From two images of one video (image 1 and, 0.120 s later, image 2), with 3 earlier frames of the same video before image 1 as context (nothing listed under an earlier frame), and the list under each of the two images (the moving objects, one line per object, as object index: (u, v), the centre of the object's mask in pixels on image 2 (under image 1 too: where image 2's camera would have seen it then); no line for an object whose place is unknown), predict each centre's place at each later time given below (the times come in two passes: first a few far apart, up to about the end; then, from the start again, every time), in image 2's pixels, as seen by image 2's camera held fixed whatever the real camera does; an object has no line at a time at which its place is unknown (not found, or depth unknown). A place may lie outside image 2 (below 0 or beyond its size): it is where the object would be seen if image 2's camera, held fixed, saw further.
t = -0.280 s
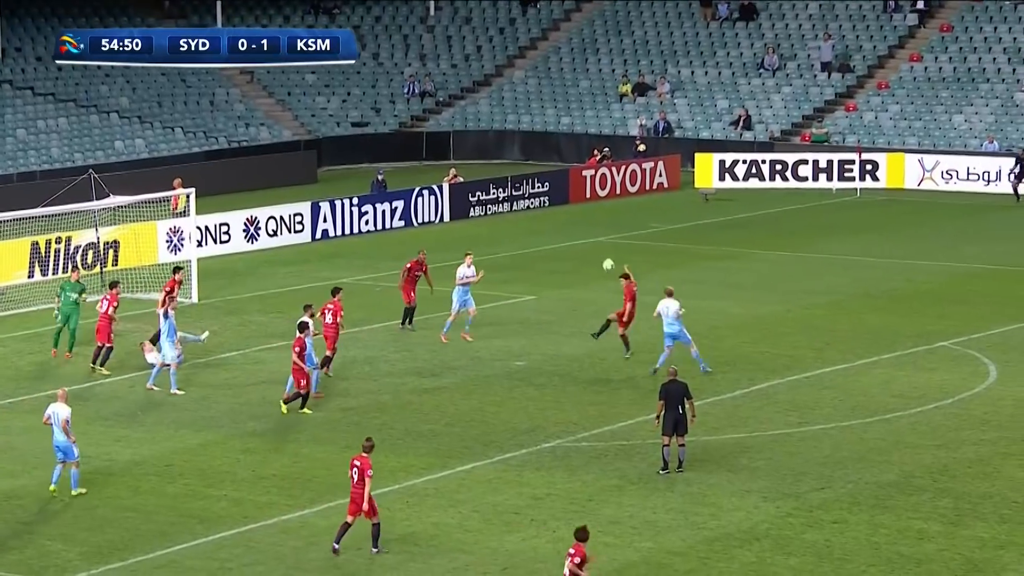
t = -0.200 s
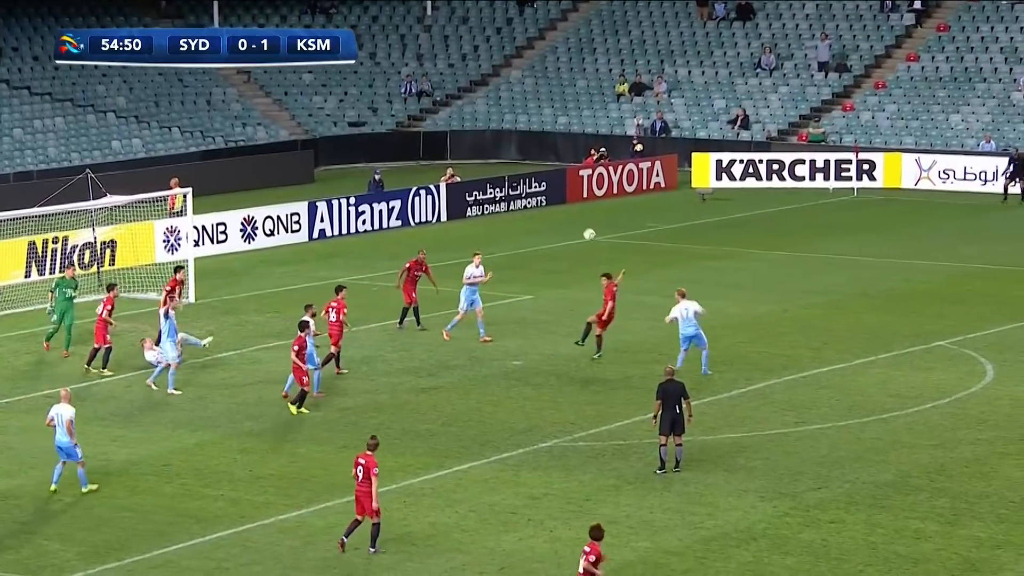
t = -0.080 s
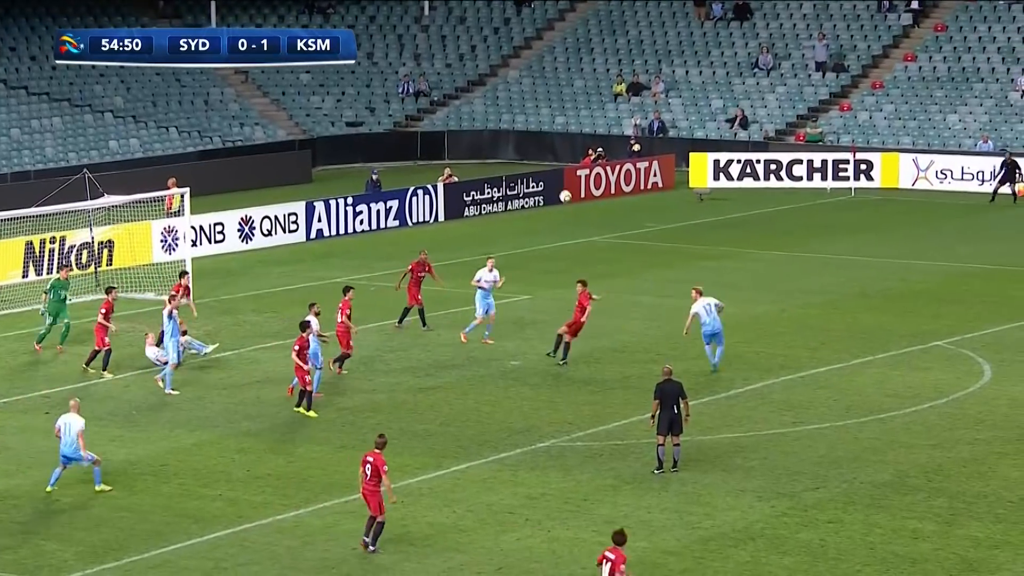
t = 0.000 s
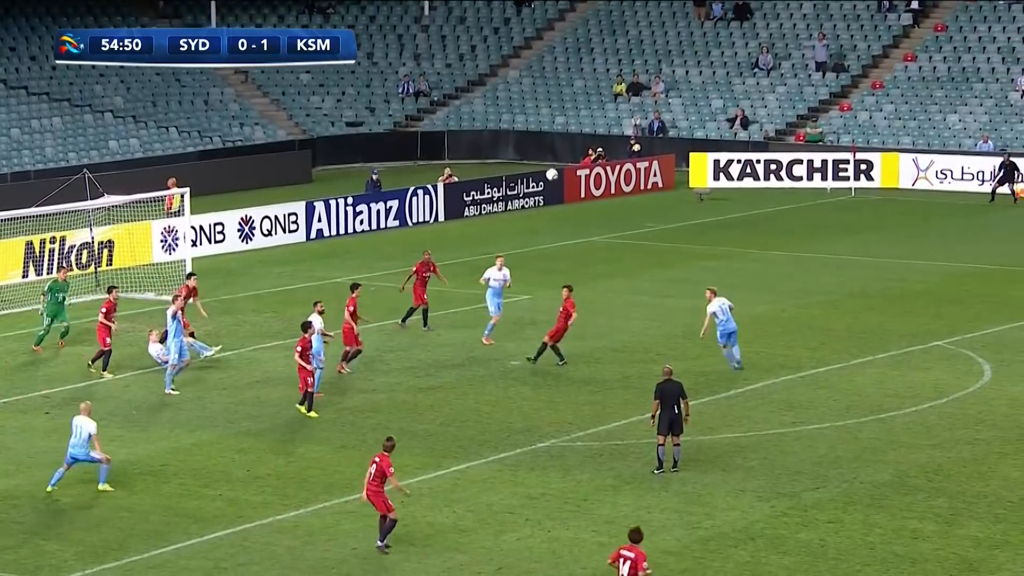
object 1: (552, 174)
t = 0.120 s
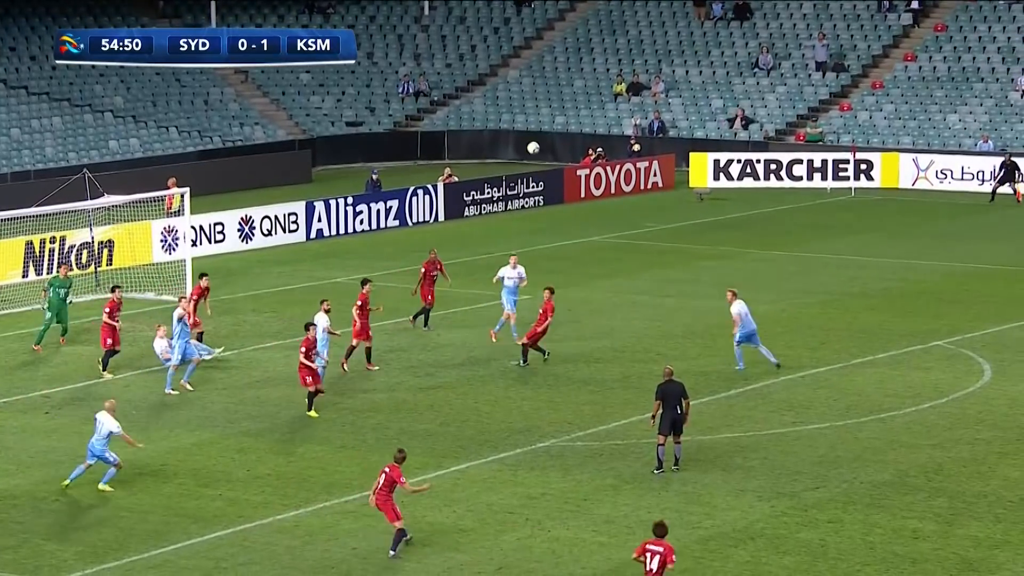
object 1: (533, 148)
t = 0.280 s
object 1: (510, 124)
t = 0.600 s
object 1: (471, 118)
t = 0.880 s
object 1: (442, 161)
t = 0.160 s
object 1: (527, 141)
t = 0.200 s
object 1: (522, 134)
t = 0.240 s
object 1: (516, 129)
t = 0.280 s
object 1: (510, 124)
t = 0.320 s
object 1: (505, 120)
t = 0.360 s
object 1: (500, 117)
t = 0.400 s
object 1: (495, 115)
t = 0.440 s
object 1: (490, 113)
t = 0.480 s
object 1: (485, 113)
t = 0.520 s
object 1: (480, 114)
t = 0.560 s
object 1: (476, 115)
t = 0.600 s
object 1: (471, 118)
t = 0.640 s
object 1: (467, 121)
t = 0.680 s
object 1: (462, 125)
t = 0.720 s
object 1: (458, 131)
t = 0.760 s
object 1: (454, 137)
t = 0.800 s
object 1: (450, 144)
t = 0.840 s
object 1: (446, 152)
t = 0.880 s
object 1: (442, 161)
